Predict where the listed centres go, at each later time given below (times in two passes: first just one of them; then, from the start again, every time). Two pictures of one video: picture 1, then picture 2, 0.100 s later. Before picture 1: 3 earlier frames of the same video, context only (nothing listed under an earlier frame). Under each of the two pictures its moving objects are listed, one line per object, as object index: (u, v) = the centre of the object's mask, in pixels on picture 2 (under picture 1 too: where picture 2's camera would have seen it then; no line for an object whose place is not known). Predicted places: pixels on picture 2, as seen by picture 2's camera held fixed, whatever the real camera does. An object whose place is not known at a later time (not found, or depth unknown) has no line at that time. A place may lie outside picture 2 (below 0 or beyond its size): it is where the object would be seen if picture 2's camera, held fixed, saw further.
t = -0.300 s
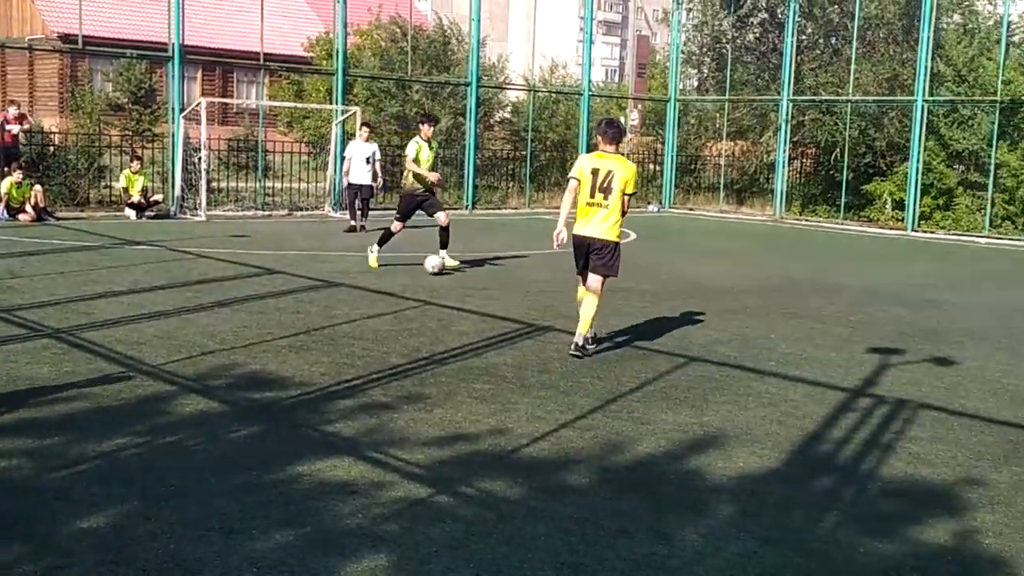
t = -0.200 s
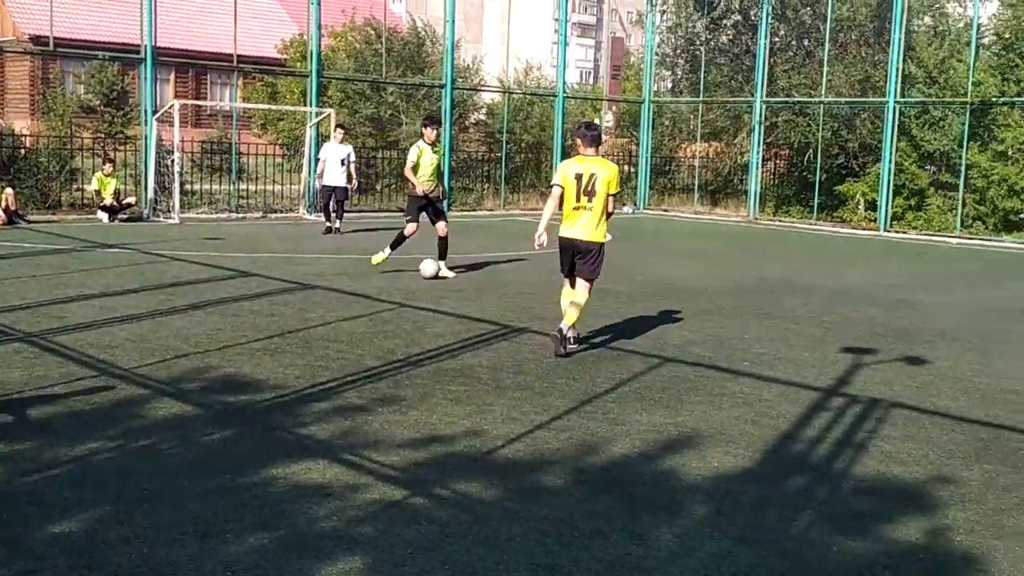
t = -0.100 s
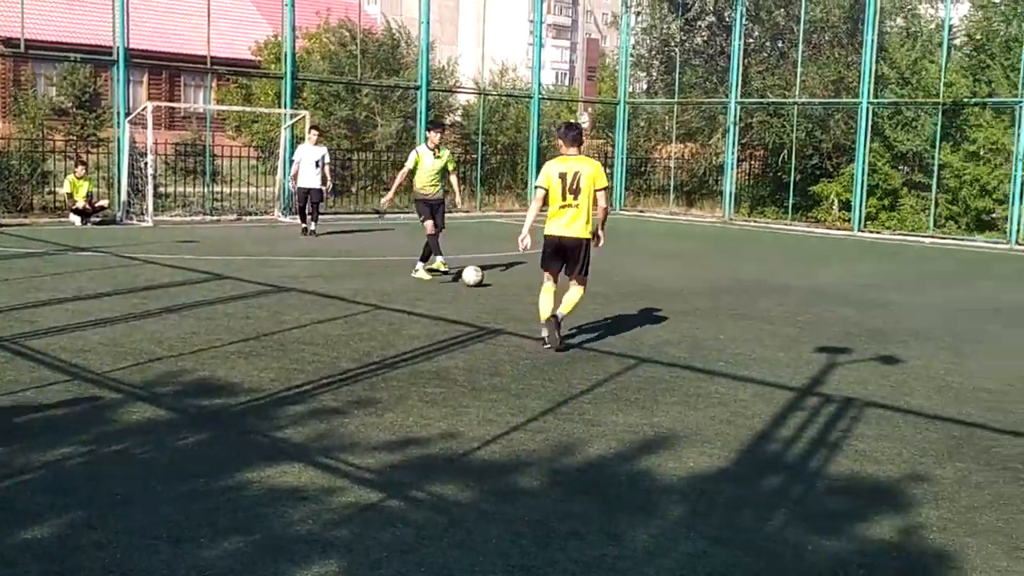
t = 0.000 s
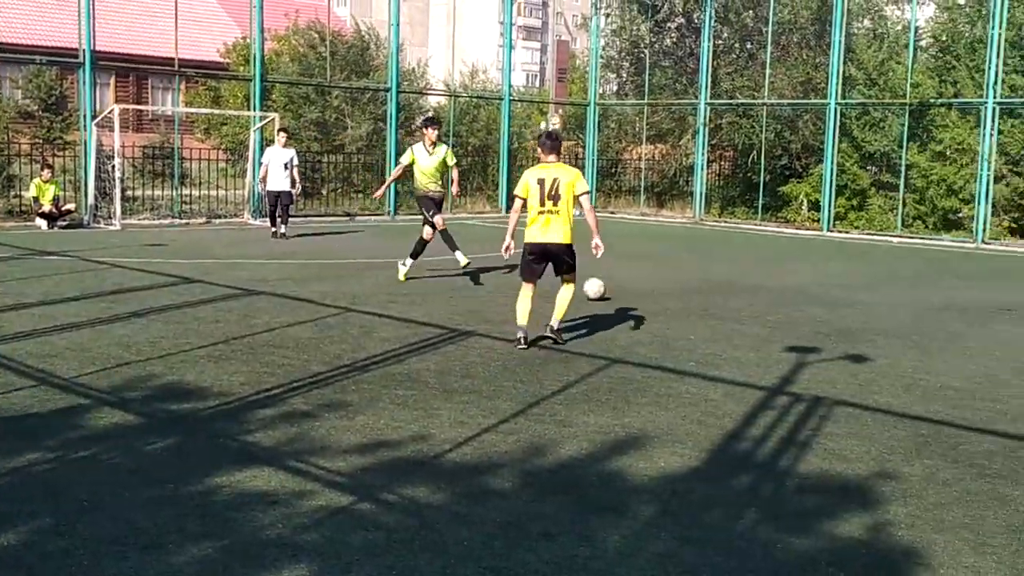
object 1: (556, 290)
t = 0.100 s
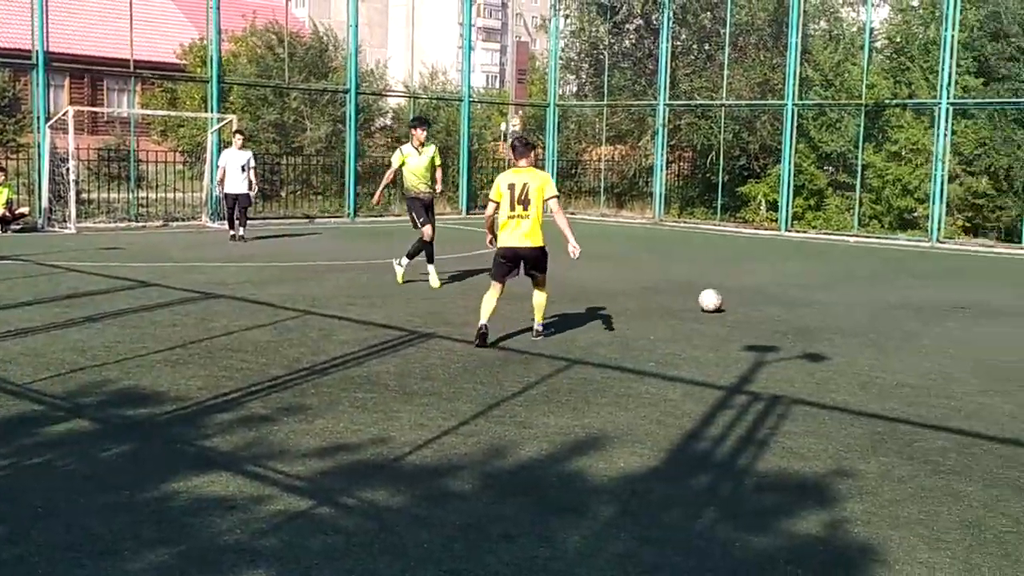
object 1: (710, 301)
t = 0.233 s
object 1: (922, 317)
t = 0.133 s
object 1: (761, 303)
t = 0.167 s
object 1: (813, 306)
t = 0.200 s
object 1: (867, 311)
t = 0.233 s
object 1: (922, 317)
